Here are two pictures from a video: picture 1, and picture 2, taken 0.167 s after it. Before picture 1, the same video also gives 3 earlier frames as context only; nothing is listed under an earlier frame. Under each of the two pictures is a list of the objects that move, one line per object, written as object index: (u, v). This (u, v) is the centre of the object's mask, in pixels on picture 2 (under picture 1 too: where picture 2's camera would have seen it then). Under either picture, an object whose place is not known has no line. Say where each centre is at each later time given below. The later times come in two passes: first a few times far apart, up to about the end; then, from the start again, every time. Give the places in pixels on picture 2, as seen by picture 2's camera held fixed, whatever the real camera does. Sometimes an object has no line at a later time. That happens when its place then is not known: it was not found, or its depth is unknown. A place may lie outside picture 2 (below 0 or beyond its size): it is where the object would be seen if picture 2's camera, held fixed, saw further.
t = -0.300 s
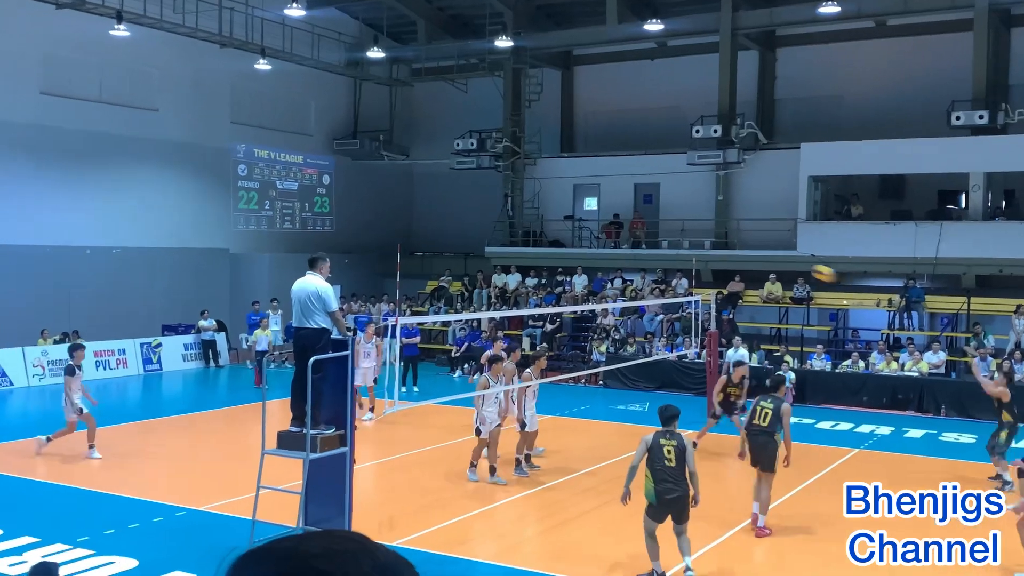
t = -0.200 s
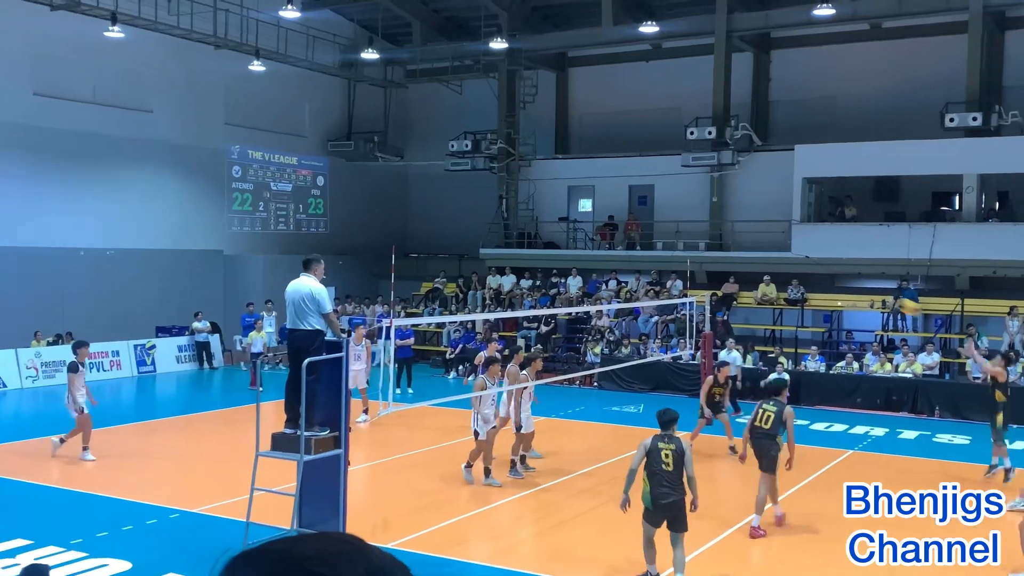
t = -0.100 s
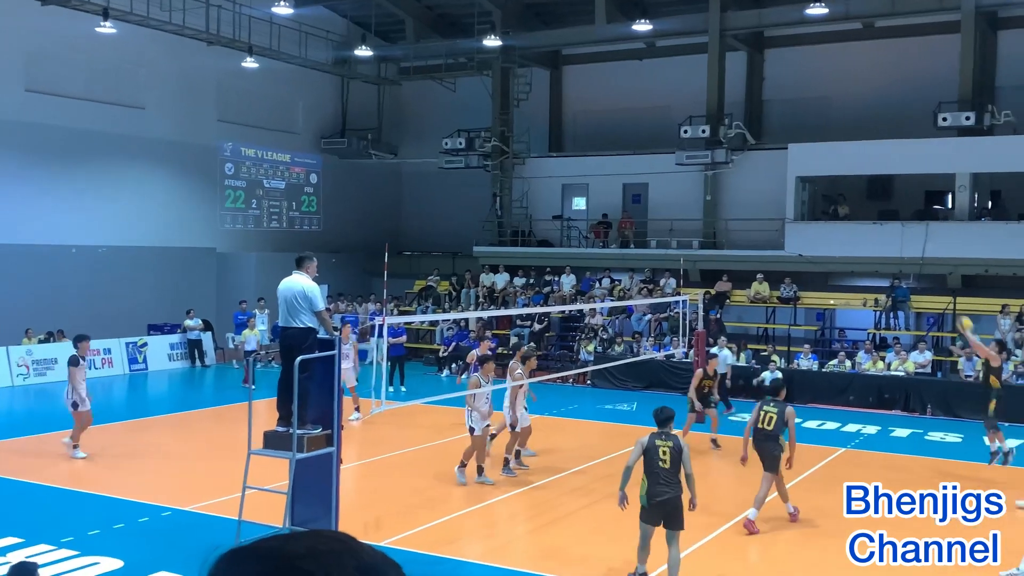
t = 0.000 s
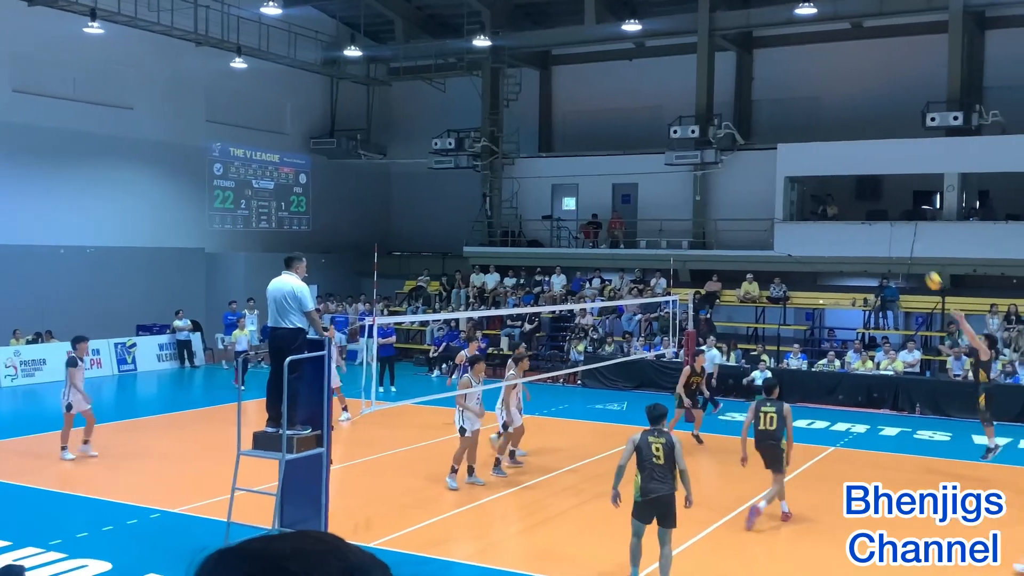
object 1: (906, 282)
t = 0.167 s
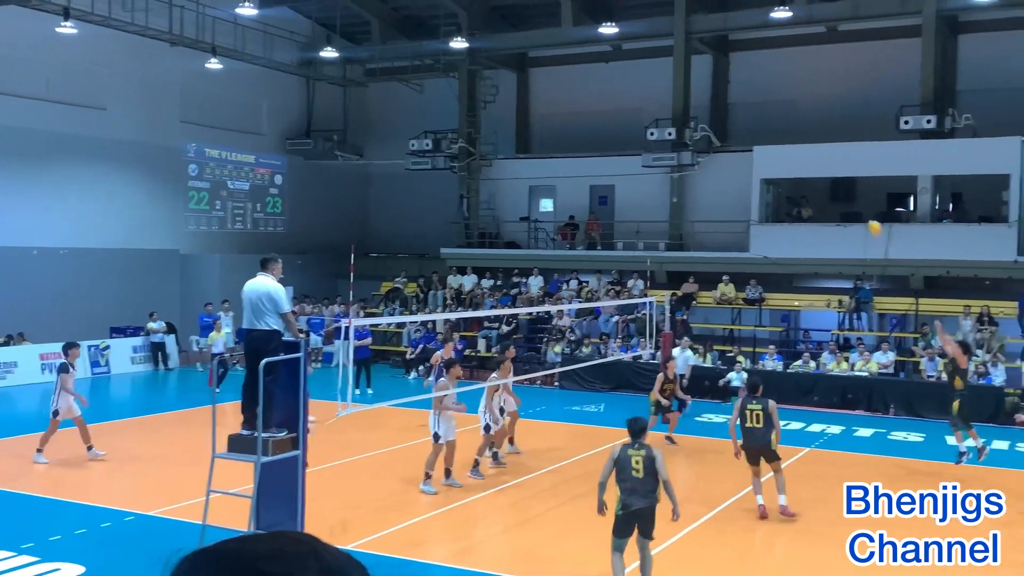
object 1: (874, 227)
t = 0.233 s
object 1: (861, 212)
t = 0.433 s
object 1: (825, 183)
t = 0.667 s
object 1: (785, 180)
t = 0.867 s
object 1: (752, 201)
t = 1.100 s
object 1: (716, 253)
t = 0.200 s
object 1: (866, 219)
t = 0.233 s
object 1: (861, 212)
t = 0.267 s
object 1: (855, 205)
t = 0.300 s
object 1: (849, 199)
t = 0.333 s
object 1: (843, 194)
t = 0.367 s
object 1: (837, 189)
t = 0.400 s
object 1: (831, 185)
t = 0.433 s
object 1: (825, 183)
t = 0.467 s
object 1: (820, 180)
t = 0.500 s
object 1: (813, 178)
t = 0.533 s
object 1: (808, 177)
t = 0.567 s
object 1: (801, 176)
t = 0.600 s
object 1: (795, 177)
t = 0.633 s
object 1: (790, 178)
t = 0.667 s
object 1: (785, 180)
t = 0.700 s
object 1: (779, 182)
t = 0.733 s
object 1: (774, 184)
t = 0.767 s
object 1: (768, 188)
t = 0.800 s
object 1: (763, 192)
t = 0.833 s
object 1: (758, 196)
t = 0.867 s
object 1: (752, 201)
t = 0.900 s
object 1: (746, 207)
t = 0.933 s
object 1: (742, 214)
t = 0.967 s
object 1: (736, 221)
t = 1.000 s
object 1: (731, 228)
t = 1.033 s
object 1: (727, 235)
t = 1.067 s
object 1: (721, 244)
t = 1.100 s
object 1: (716, 253)
